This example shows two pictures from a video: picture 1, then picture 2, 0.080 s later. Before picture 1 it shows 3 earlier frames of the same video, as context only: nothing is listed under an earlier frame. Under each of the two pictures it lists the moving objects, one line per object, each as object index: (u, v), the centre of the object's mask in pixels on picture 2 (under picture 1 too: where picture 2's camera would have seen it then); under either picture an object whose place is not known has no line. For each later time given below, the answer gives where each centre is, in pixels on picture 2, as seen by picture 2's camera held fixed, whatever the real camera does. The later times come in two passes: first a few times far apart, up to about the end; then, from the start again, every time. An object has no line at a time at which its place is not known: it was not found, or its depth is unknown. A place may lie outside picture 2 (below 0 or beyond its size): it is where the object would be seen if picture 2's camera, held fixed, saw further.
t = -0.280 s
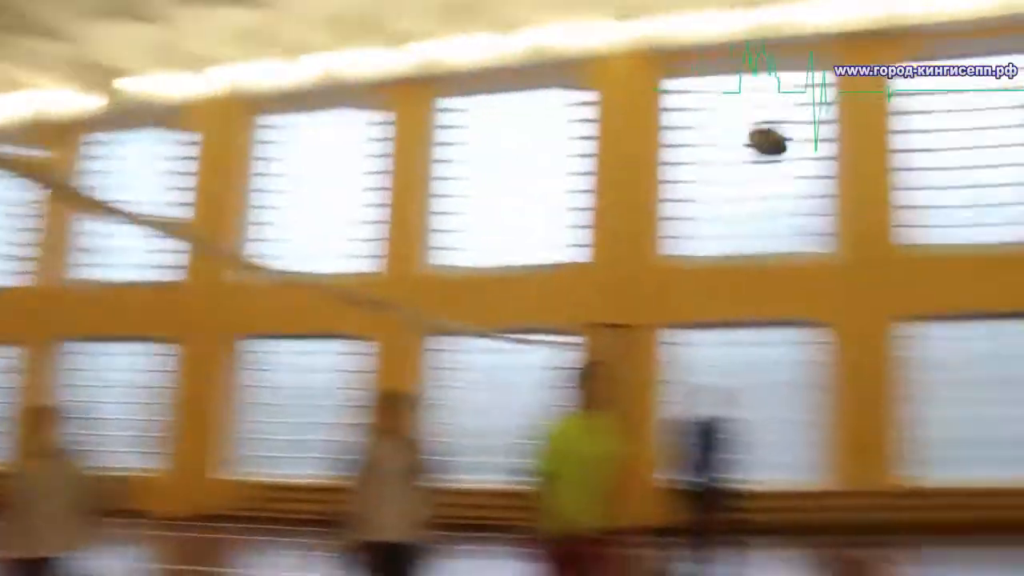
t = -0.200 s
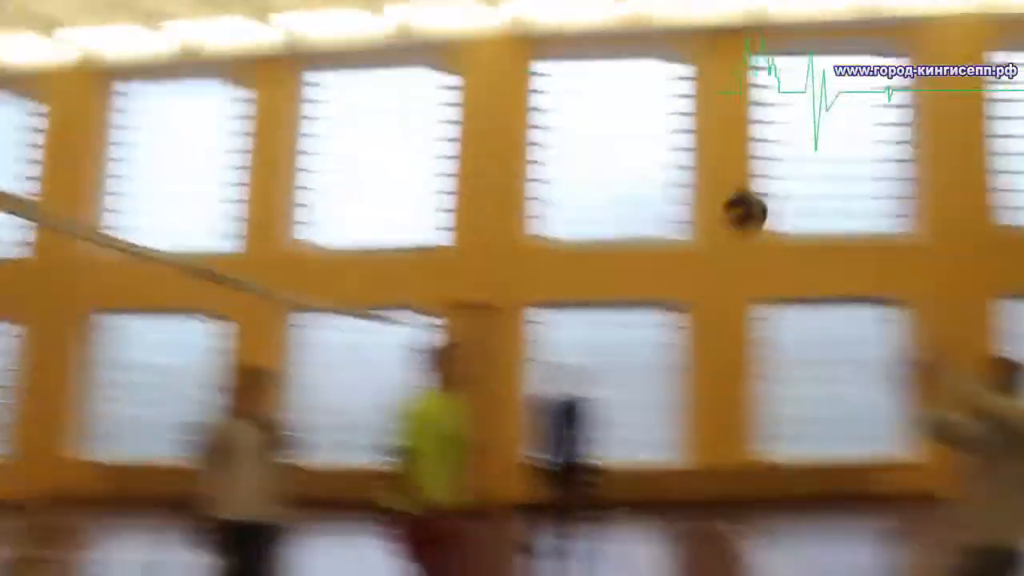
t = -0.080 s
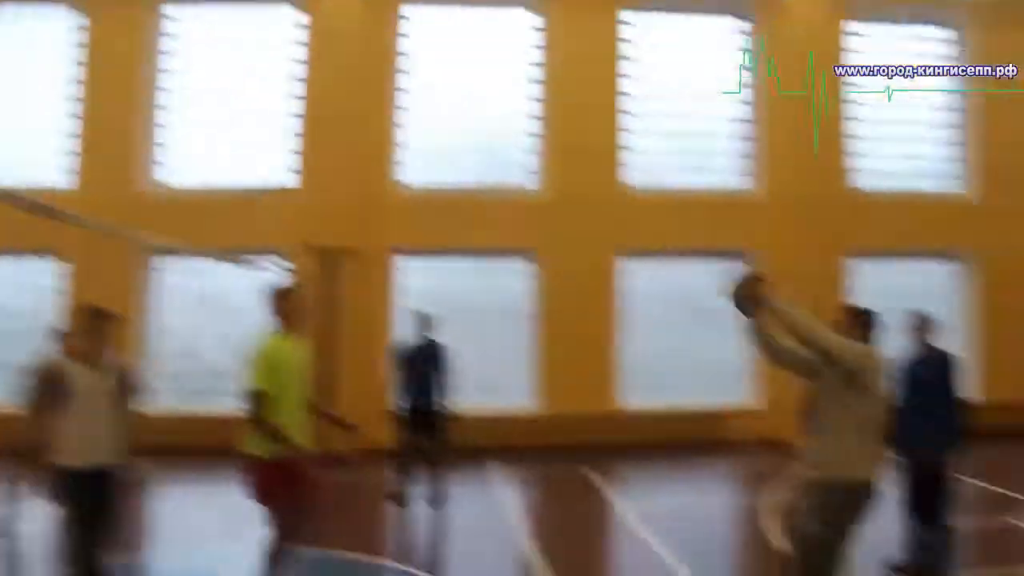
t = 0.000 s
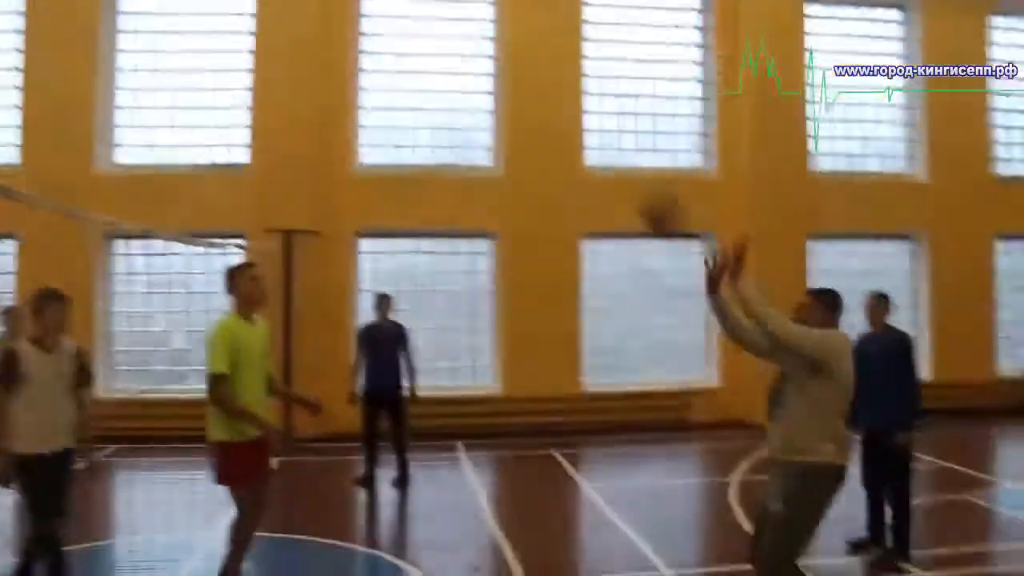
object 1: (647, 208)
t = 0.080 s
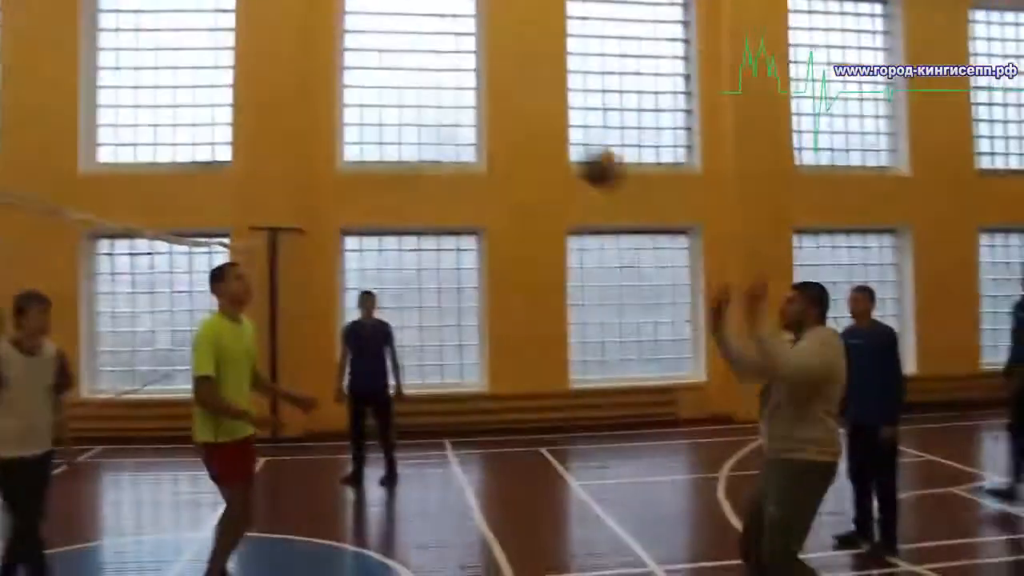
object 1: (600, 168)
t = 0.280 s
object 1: (494, 123)
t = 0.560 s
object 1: (386, 182)
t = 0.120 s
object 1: (574, 151)
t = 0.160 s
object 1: (554, 140)
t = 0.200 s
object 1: (534, 132)
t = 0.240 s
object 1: (515, 125)
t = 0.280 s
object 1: (494, 123)
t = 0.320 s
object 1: (478, 123)
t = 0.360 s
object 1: (460, 127)
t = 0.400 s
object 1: (445, 134)
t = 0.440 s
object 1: (429, 142)
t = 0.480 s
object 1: (414, 154)
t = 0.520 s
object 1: (400, 167)
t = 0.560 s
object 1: (386, 182)
